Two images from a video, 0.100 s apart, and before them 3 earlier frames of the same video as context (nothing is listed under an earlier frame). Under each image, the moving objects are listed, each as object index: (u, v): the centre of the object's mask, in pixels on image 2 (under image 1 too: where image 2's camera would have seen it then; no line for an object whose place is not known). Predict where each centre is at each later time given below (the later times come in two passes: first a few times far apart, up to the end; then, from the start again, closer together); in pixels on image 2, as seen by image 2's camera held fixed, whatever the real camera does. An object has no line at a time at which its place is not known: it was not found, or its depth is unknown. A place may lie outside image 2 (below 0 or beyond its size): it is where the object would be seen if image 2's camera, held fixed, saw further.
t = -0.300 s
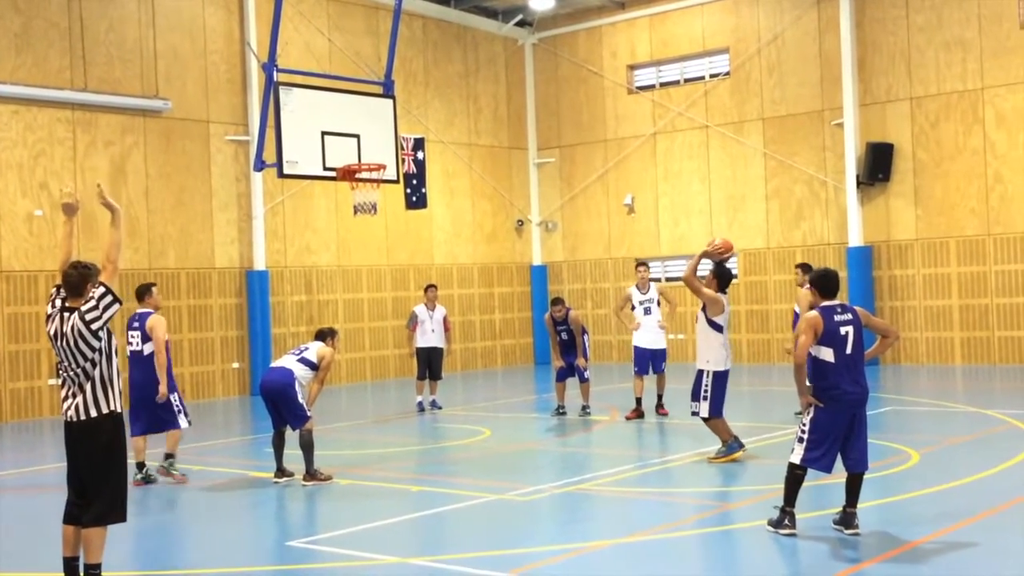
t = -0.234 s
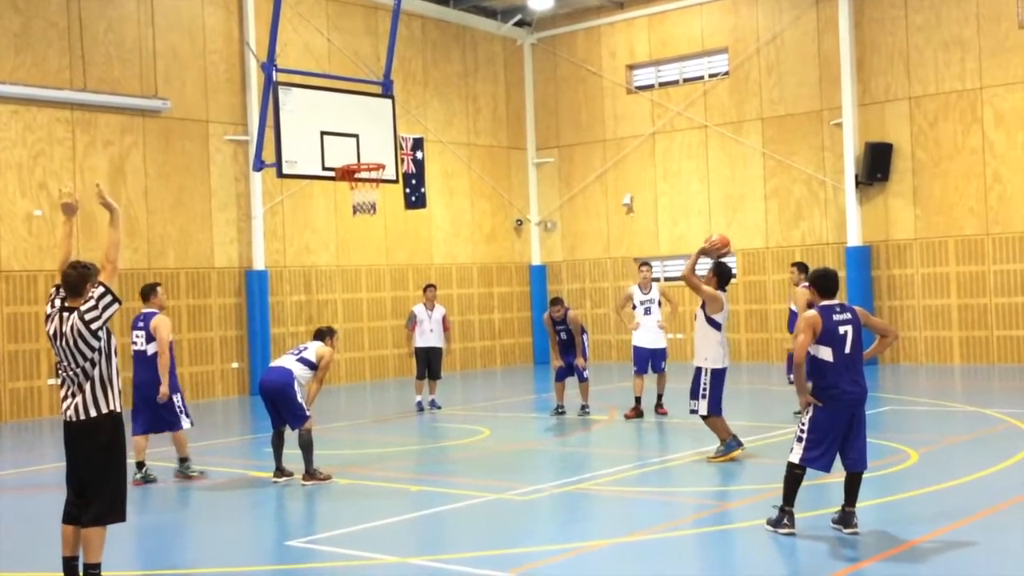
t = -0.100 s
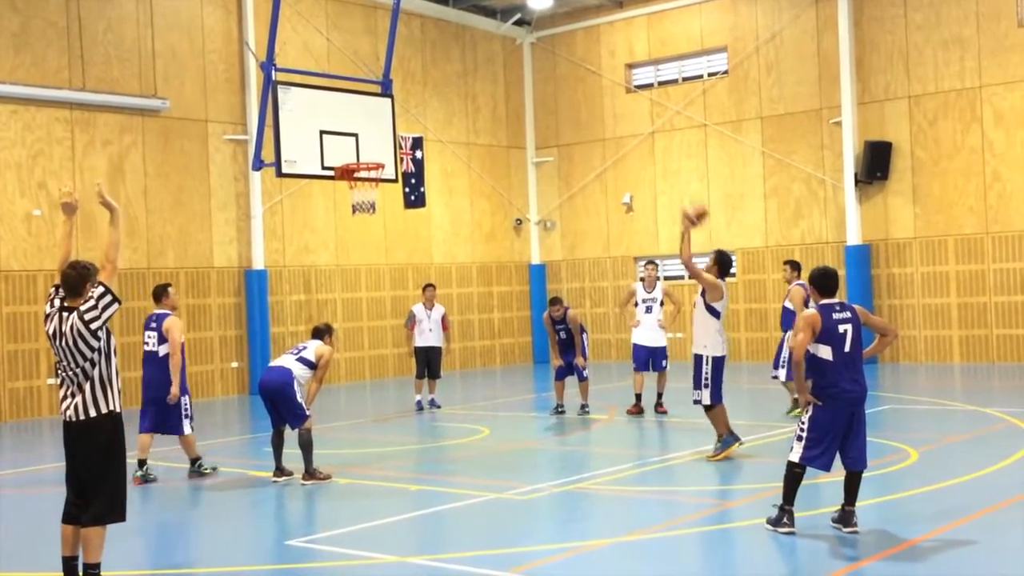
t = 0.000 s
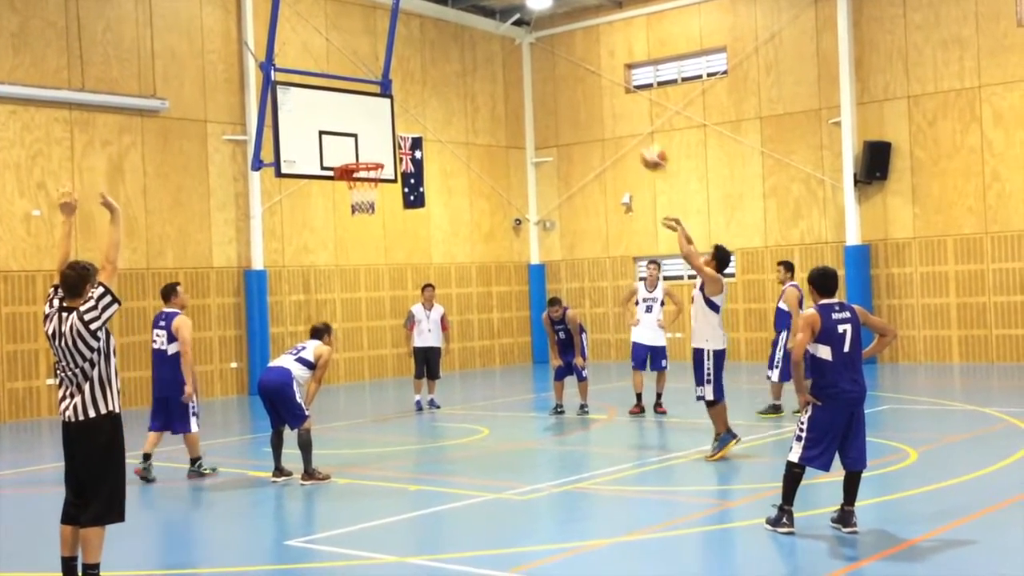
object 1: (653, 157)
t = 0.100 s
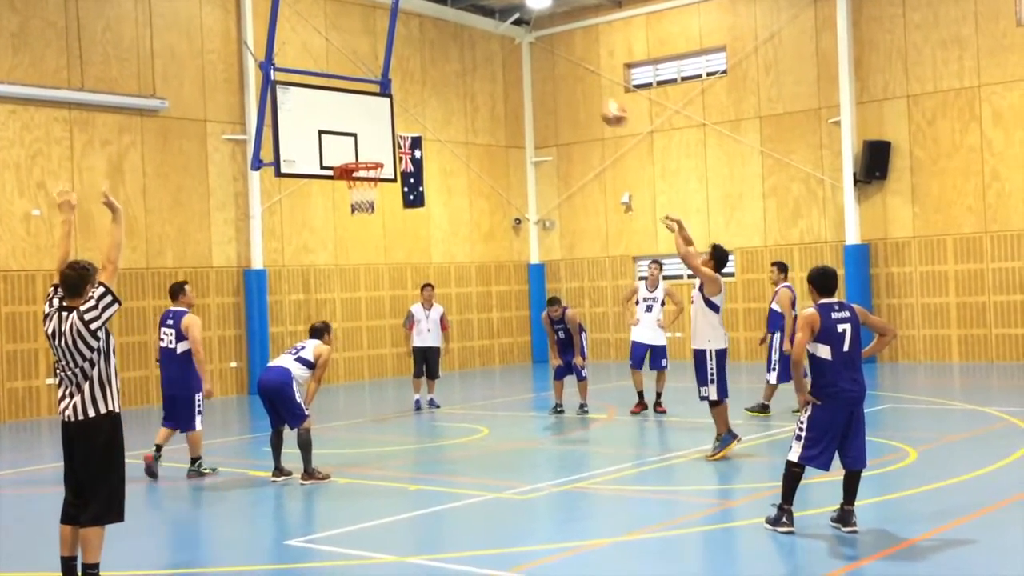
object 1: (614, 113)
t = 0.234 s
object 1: (565, 73)
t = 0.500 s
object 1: (479, 49)
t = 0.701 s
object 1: (422, 75)
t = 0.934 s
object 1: (364, 145)
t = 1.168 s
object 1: (357, 202)
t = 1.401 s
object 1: (342, 260)
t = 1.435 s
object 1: (340, 272)
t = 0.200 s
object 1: (577, 81)
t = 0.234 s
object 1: (565, 73)
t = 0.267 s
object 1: (553, 66)
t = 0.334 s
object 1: (531, 55)
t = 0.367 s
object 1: (521, 51)
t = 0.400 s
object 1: (510, 49)
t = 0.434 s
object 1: (499, 48)
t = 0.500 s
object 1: (479, 49)
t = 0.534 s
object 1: (469, 51)
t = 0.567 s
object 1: (460, 53)
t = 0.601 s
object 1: (449, 58)
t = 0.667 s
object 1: (431, 68)
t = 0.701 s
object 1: (422, 75)
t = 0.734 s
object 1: (414, 82)
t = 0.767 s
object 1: (404, 90)
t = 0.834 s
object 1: (388, 110)
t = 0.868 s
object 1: (380, 121)
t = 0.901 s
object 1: (372, 132)
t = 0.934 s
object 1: (364, 145)
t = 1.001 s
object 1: (360, 166)
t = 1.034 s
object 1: (369, 169)
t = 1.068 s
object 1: (369, 176)
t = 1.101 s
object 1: (364, 183)
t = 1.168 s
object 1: (357, 202)
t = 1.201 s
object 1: (355, 207)
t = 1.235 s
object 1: (353, 214)
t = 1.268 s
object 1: (351, 222)
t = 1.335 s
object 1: (347, 240)
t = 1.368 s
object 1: (345, 250)
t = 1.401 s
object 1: (342, 260)
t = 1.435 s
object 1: (340, 272)
